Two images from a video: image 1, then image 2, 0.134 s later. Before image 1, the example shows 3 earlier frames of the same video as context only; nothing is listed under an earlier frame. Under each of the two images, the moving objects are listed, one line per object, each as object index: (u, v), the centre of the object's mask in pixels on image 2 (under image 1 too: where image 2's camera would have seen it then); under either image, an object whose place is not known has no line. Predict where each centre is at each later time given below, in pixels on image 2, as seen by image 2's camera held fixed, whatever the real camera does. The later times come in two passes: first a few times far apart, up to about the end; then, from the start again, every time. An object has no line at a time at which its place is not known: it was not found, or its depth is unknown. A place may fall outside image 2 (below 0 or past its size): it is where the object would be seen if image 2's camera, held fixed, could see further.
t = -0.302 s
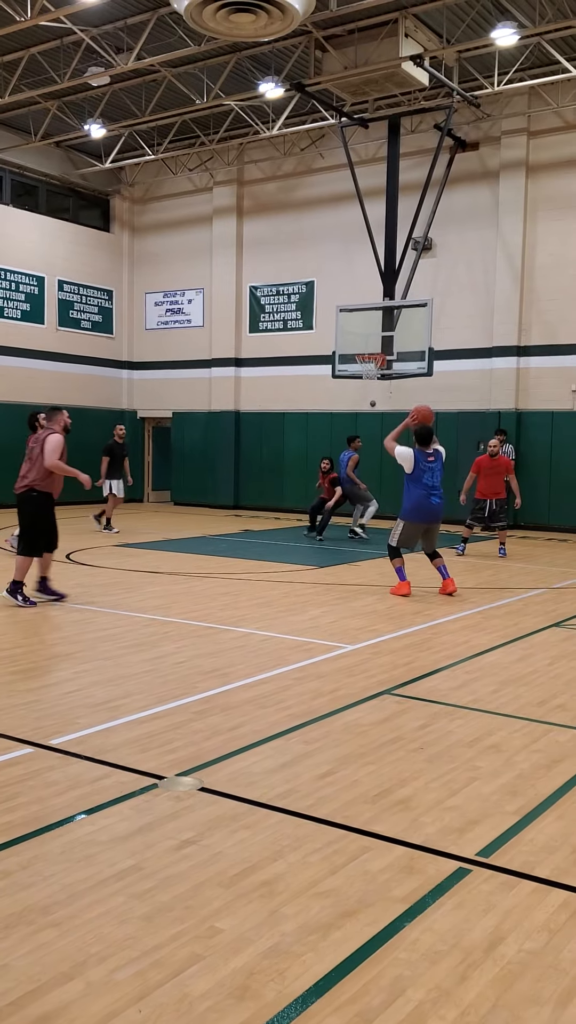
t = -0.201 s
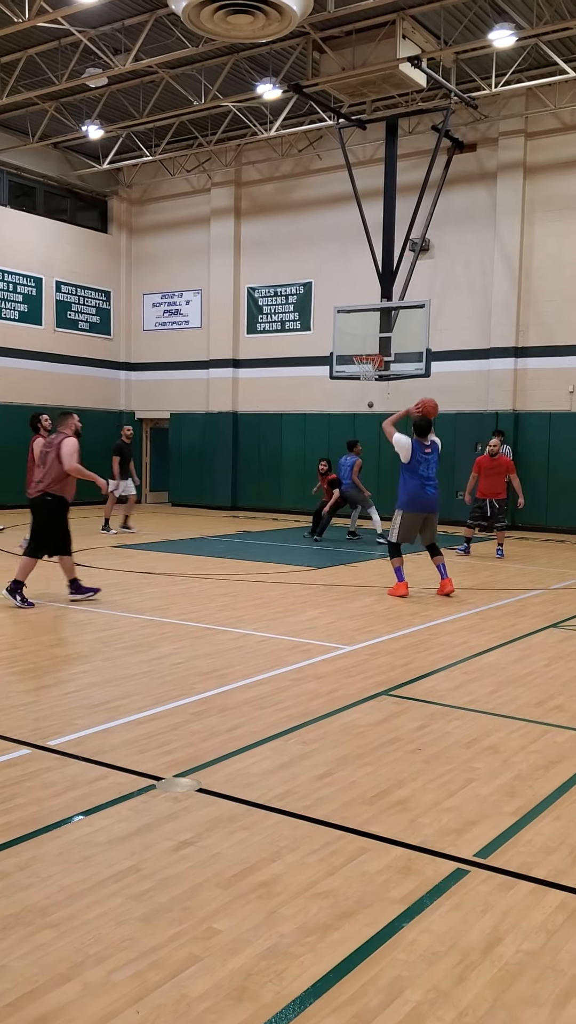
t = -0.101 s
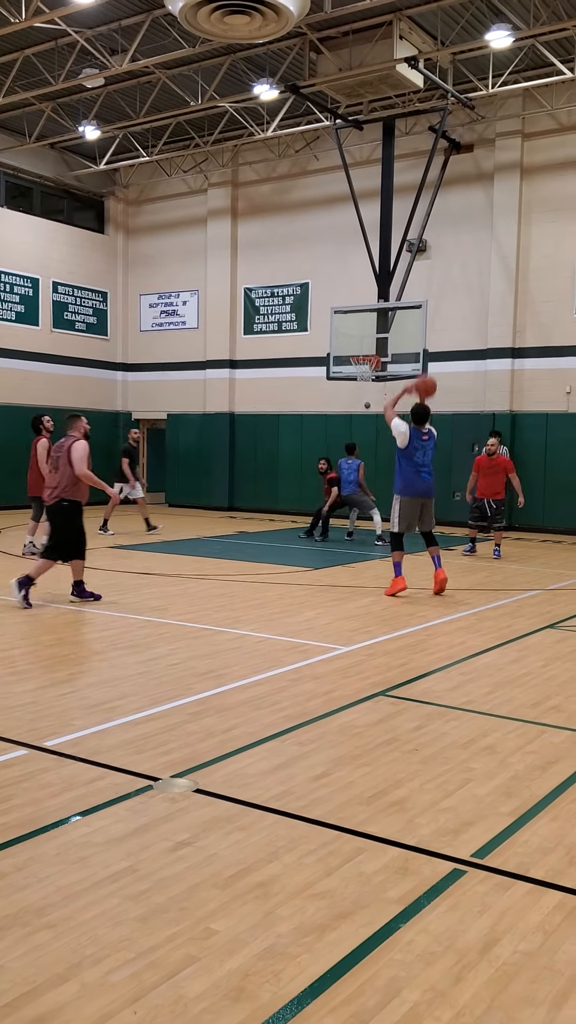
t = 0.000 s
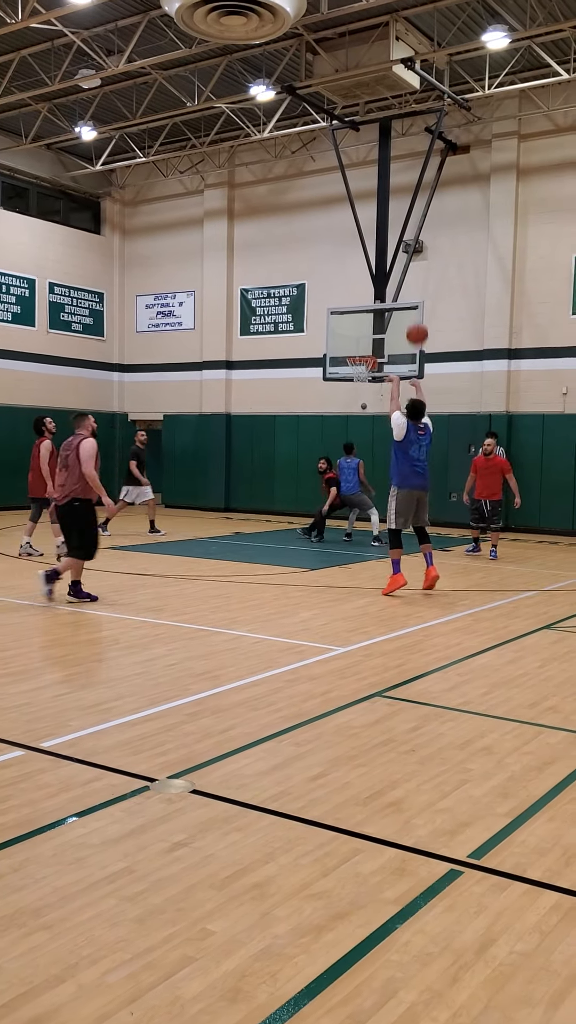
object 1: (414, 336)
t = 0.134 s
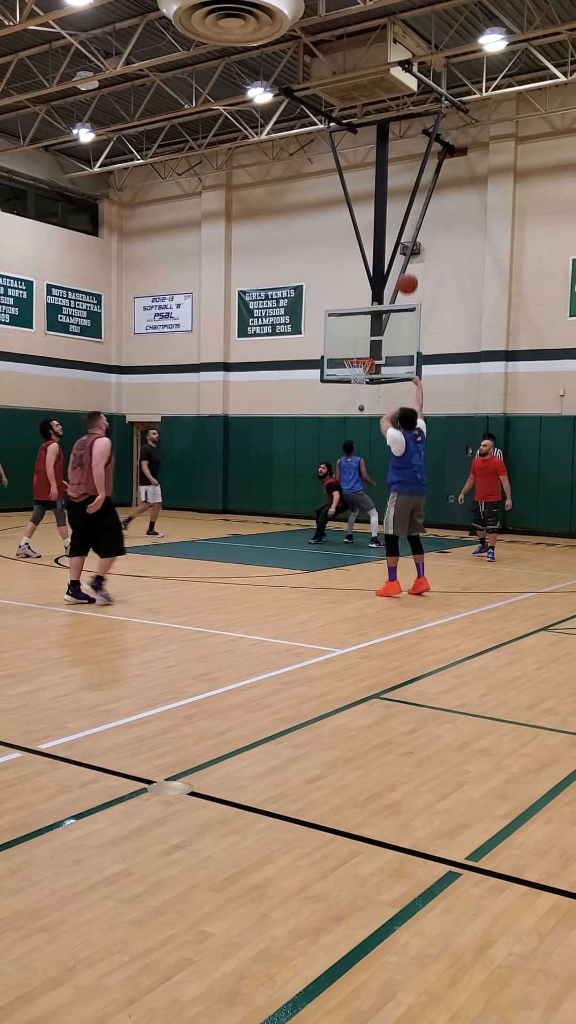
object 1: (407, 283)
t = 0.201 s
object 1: (404, 265)
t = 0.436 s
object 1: (392, 236)
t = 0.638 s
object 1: (383, 246)
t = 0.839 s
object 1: (375, 281)
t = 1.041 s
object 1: (366, 334)
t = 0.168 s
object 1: (405, 274)
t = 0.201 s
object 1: (404, 265)
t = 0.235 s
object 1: (402, 258)
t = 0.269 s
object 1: (400, 252)
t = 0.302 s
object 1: (398, 247)
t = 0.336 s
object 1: (397, 242)
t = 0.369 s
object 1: (395, 240)
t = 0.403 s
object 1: (393, 237)
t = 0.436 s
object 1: (392, 236)
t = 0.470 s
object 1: (391, 235)
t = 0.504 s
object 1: (390, 236)
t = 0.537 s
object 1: (387, 237)
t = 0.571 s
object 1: (386, 239)
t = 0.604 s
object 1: (385, 242)
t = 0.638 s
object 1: (383, 246)
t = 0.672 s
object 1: (382, 250)
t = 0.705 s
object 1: (380, 255)
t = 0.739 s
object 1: (379, 261)
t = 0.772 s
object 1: (378, 266)
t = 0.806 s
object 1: (376, 274)
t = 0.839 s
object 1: (375, 281)
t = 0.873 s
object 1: (374, 288)
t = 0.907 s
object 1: (372, 296)
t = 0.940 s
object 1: (370, 305)
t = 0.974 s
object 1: (369, 314)
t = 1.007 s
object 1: (368, 324)
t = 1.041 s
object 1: (366, 334)
